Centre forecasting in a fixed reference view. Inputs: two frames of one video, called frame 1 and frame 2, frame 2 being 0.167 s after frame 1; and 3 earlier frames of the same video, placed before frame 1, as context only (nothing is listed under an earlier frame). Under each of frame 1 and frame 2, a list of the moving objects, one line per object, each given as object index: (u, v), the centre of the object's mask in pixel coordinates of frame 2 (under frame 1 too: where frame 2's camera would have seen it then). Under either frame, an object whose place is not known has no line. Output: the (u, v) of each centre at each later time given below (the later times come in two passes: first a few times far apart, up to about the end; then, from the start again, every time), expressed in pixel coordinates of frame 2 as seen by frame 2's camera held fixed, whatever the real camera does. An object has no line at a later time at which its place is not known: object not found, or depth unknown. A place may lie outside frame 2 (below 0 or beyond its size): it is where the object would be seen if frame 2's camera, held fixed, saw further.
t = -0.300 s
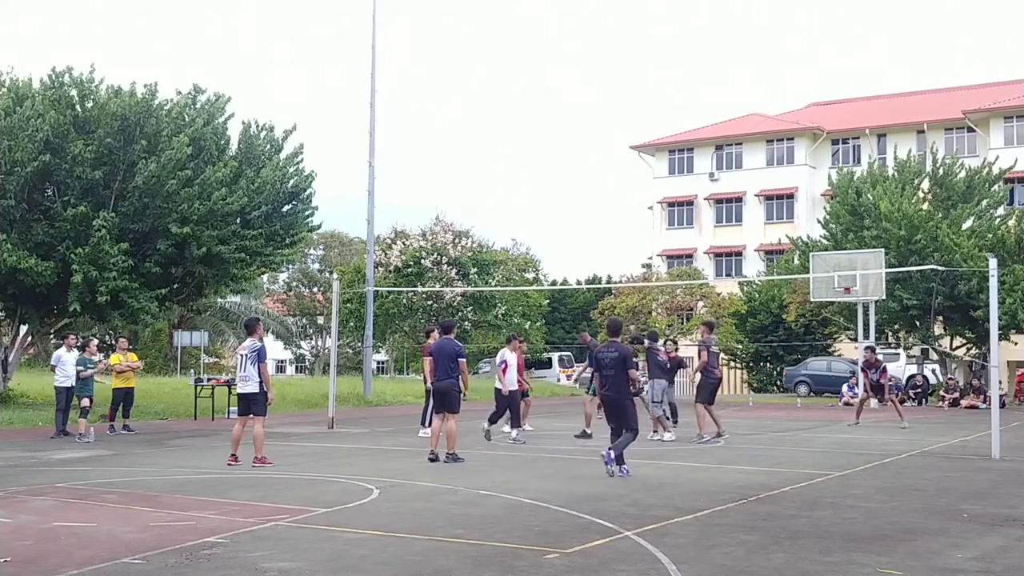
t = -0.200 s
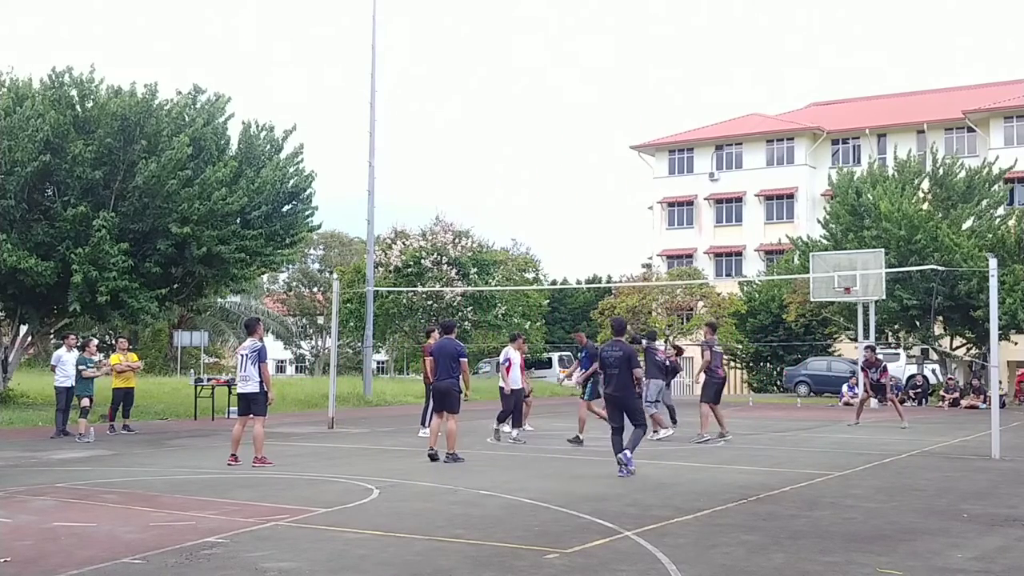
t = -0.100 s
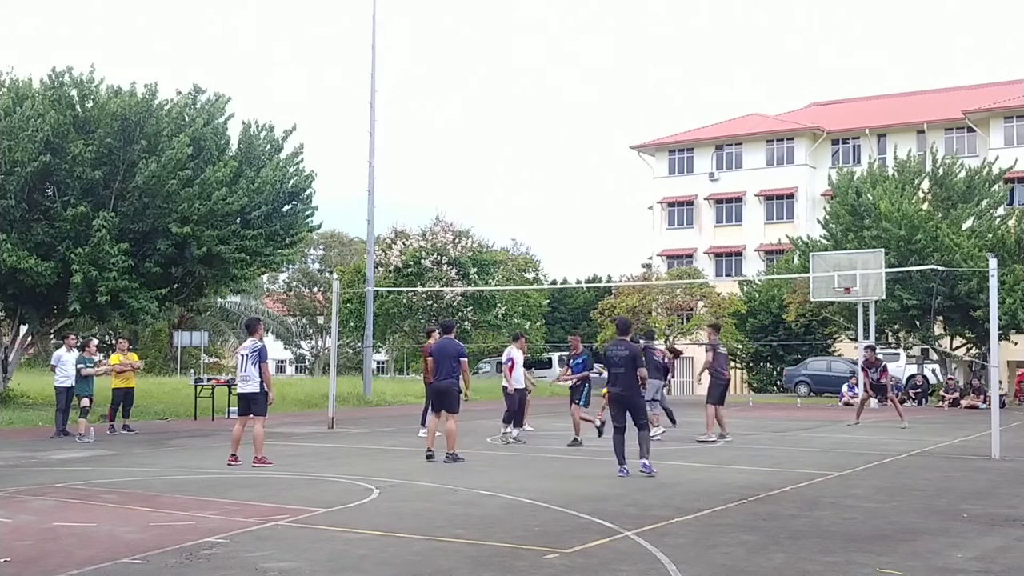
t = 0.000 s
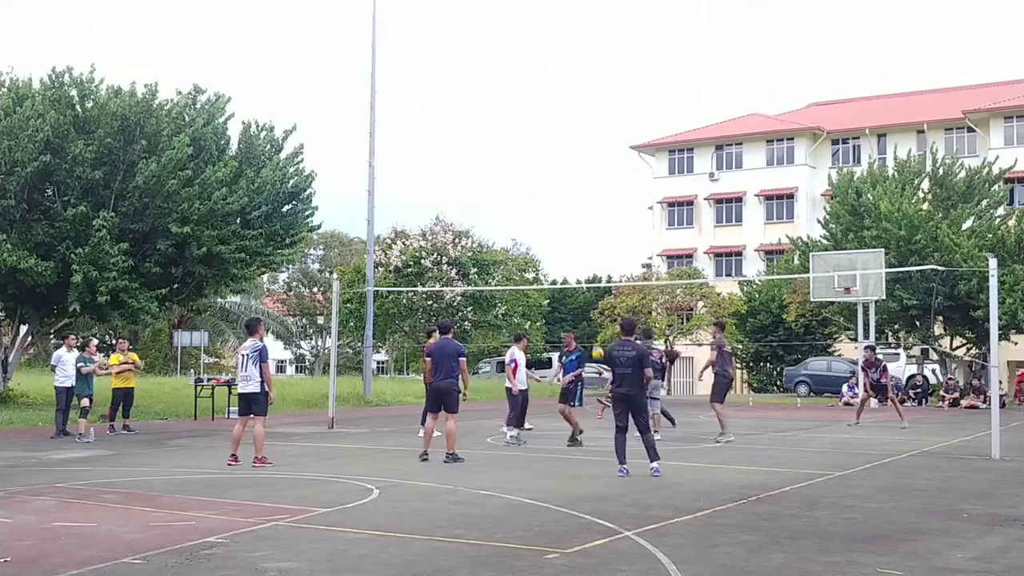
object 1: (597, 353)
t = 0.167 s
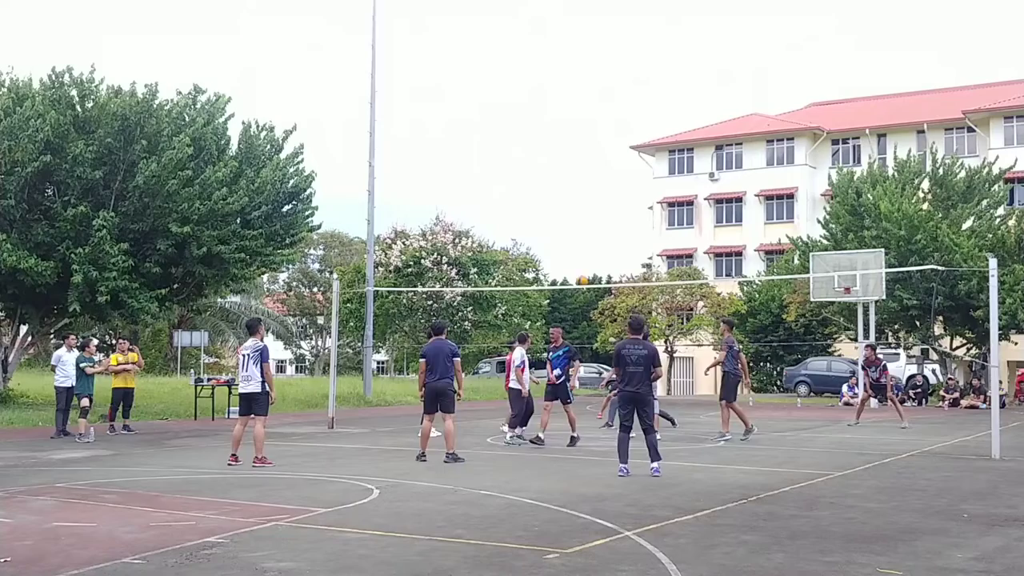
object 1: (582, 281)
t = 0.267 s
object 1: (572, 243)
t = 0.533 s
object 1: (547, 167)
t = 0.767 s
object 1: (525, 131)
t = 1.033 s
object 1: (498, 126)
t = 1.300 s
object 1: (469, 163)
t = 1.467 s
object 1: (450, 209)
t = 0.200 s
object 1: (578, 267)
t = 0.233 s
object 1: (574, 255)
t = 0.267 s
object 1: (572, 243)
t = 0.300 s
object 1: (569, 231)
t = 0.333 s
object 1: (566, 220)
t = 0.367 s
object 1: (563, 210)
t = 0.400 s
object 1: (560, 200)
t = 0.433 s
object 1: (557, 191)
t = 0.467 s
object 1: (553, 183)
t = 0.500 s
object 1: (550, 174)
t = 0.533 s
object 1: (547, 167)
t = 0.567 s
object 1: (544, 160)
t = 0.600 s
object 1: (541, 154)
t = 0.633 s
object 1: (538, 148)
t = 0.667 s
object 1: (535, 143)
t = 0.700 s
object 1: (531, 139)
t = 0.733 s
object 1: (528, 134)
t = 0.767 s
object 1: (525, 131)
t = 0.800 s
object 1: (522, 128)
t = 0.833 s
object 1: (518, 126)
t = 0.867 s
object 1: (515, 125)
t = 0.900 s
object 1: (512, 124)
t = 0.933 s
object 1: (508, 123)
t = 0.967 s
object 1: (504, 124)
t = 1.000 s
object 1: (501, 124)
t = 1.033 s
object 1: (498, 126)
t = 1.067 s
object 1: (494, 128)
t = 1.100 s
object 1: (491, 132)
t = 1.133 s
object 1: (488, 135)
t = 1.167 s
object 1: (484, 139)
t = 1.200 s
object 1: (480, 145)
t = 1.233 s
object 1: (476, 150)
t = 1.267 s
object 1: (473, 157)
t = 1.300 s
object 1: (469, 163)
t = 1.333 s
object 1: (466, 171)
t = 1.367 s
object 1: (462, 180)
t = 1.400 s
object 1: (458, 188)
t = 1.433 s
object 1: (454, 198)
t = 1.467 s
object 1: (450, 209)
